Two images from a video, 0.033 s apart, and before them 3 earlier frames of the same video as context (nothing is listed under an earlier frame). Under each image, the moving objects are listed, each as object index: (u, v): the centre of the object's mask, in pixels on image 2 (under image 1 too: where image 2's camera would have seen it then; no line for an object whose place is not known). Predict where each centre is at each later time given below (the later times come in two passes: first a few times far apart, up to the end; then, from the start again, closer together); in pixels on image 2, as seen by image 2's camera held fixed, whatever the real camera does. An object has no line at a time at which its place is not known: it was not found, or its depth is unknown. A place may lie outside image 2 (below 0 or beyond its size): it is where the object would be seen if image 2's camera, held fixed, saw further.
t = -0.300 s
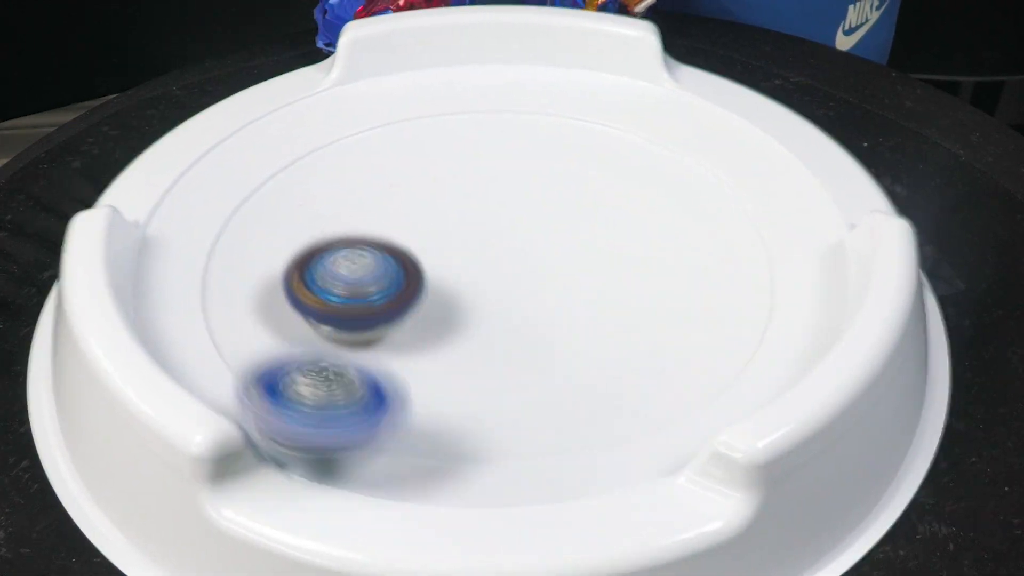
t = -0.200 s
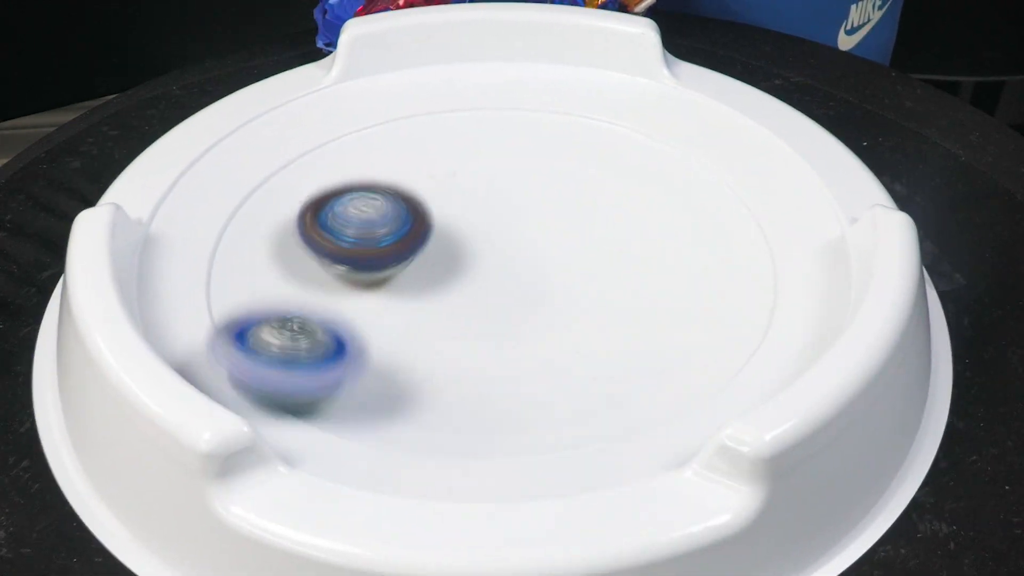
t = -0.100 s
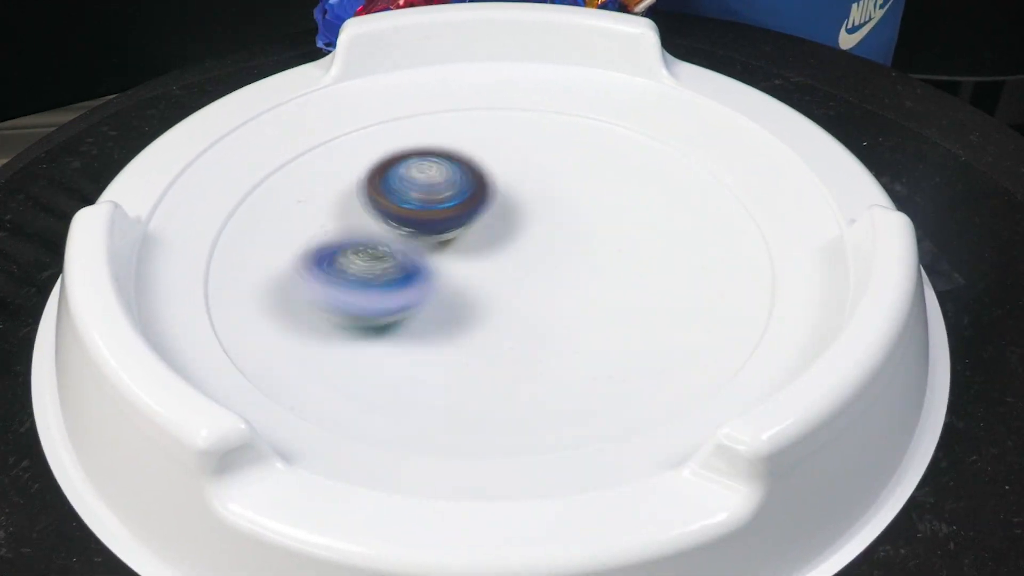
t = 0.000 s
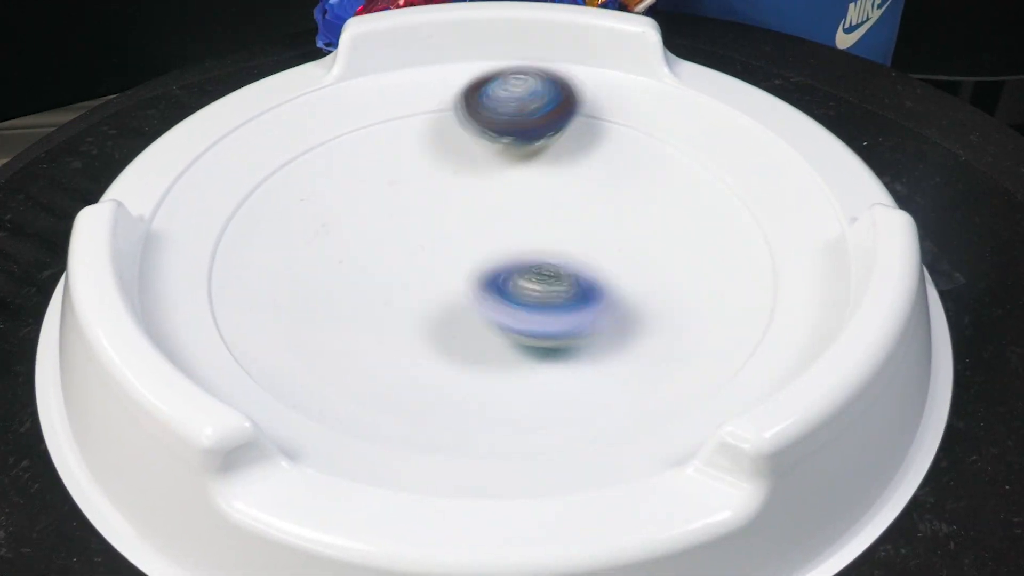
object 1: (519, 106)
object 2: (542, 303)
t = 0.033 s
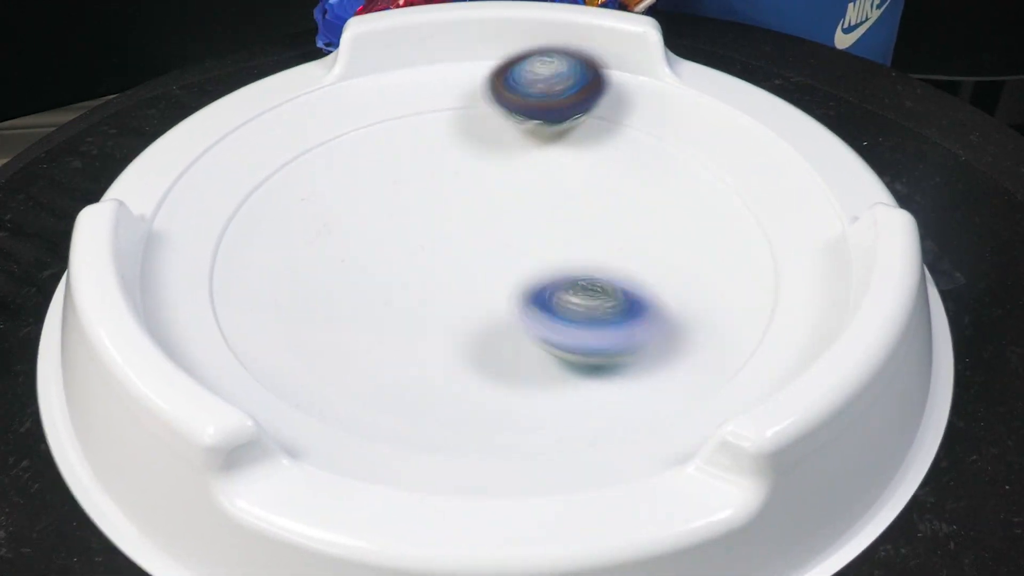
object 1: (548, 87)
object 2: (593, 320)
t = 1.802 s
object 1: (549, 255)
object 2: (523, 123)
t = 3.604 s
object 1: (323, 174)
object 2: (545, 331)
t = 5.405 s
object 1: (573, 200)
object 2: (297, 344)
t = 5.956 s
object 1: (478, 244)
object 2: (584, 342)
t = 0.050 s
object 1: (559, 87)
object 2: (611, 330)
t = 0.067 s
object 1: (569, 92)
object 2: (622, 341)
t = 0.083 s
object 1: (580, 99)
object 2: (635, 352)
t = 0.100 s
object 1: (589, 101)
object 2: (650, 367)
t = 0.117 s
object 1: (598, 107)
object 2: (653, 379)
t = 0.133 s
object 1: (604, 111)
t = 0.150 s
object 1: (610, 114)
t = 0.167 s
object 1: (617, 123)
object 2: (597, 401)
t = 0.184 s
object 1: (624, 129)
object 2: (586, 413)
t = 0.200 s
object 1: (629, 134)
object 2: (578, 418)
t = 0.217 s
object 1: (634, 142)
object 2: (570, 424)
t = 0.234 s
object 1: (638, 147)
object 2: (563, 433)
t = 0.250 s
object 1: (642, 153)
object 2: (556, 439)
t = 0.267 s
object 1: (645, 159)
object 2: (536, 440)
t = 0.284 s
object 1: (649, 164)
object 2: (517, 443)
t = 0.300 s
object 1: (653, 172)
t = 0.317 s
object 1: (657, 178)
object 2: (470, 439)
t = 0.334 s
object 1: (661, 186)
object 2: (458, 435)
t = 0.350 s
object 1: (664, 193)
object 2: (445, 430)
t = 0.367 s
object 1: (667, 200)
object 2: (438, 423)
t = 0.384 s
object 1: (669, 207)
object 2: (435, 414)
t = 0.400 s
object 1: (671, 215)
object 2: (434, 405)
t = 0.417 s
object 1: (671, 223)
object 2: (433, 400)
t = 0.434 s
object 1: (671, 230)
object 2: (433, 390)
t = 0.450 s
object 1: (669, 238)
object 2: (435, 376)
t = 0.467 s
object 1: (668, 246)
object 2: (438, 366)
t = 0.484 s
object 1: (665, 254)
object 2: (445, 353)
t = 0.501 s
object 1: (661, 262)
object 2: (454, 341)
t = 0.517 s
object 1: (656, 270)
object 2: (467, 329)
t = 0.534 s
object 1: (651, 278)
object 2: (484, 318)
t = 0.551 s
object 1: (646, 284)
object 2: (500, 307)
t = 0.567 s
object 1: (668, 281)
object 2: (494, 301)
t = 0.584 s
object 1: (700, 272)
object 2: (483, 295)
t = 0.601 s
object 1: (725, 265)
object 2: (477, 292)
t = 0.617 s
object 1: (748, 259)
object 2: (478, 286)
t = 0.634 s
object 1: (764, 254)
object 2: (479, 281)
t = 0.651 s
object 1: (760, 249)
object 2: (486, 273)
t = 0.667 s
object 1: (755, 250)
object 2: (497, 270)
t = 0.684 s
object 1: (749, 249)
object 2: (511, 263)
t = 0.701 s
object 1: (741, 247)
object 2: (528, 258)
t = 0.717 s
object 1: (734, 248)
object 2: (549, 254)
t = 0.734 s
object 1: (726, 246)
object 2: (569, 255)
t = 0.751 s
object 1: (727, 245)
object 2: (579, 254)
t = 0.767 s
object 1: (742, 238)
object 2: (574, 258)
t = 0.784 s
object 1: (756, 231)
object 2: (569, 261)
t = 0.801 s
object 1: (766, 227)
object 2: (563, 264)
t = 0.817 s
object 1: (770, 222)
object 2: (557, 268)
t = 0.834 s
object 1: (772, 221)
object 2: (550, 271)
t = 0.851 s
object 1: (773, 223)
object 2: (541, 273)
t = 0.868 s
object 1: (769, 221)
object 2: (531, 274)
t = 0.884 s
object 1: (765, 222)
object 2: (520, 274)
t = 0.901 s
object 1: (760, 227)
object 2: (508, 272)
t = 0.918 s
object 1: (752, 230)
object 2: (498, 269)
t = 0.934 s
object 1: (743, 228)
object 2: (489, 263)
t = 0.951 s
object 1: (734, 231)
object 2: (483, 257)
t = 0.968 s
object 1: (725, 232)
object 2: (479, 249)
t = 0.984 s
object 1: (715, 233)
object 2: (479, 241)
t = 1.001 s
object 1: (705, 236)
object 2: (481, 233)
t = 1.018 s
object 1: (695, 236)
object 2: (486, 224)
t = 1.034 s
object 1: (684, 239)
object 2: (495, 216)
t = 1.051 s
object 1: (673, 239)
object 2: (505, 209)
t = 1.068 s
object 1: (662, 241)
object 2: (517, 203)
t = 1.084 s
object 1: (651, 242)
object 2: (532, 200)
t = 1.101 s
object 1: (661, 246)
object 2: (527, 194)
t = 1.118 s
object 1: (677, 251)
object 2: (522, 185)
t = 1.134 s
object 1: (690, 254)
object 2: (519, 179)
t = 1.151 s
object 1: (701, 257)
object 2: (517, 174)
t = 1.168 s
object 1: (710, 260)
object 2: (519, 169)
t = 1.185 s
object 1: (717, 263)
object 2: (524, 164)
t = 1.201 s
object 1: (724, 266)
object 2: (531, 161)
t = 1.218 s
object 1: (730, 268)
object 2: (541, 158)
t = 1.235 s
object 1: (735, 270)
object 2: (552, 158)
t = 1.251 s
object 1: (740, 273)
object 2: (563, 160)
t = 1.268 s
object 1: (743, 275)
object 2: (573, 163)
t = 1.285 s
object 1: (745, 277)
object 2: (581, 169)
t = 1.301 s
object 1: (746, 279)
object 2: (588, 175)
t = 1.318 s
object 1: (747, 281)
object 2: (592, 183)
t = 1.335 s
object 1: (746, 283)
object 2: (593, 193)
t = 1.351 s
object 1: (745, 286)
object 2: (589, 205)
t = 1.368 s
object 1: (743, 288)
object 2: (584, 215)
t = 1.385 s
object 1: (740, 290)
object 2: (574, 226)
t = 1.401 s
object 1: (736, 292)
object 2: (561, 235)
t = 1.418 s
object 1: (731, 294)
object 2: (546, 242)
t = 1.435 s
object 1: (726, 296)
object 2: (528, 248)
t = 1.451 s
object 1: (720, 297)
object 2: (511, 252)
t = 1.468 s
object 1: (714, 299)
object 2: (492, 254)
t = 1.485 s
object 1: (708, 300)
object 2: (473, 253)
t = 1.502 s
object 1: (700, 300)
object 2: (454, 249)
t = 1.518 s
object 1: (692, 301)
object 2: (437, 243)
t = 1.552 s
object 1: (674, 302)
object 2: (410, 225)
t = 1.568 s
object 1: (664, 303)
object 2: (400, 213)
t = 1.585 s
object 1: (654, 303)
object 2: (392, 201)
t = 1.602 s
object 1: (645, 302)
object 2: (389, 188)
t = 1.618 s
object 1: (636, 301)
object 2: (390, 176)
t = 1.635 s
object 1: (626, 300)
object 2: (393, 163)
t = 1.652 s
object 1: (616, 298)
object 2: (398, 150)
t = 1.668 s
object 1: (607, 295)
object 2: (408, 139)
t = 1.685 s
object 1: (599, 292)
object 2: (420, 130)
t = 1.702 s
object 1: (590, 288)
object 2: (434, 122)
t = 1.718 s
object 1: (582, 284)
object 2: (448, 116)
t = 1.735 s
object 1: (574, 279)
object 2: (463, 114)
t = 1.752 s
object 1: (567, 273)
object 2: (478, 113)
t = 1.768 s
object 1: (560, 268)
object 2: (493, 114)
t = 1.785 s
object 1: (554, 262)
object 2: (508, 117)
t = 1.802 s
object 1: (549, 255)
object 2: (523, 123)
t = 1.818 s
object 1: (545, 249)
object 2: (538, 131)
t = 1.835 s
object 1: (542, 242)
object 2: (552, 140)
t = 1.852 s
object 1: (541, 250)
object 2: (563, 142)
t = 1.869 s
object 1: (540, 263)
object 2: (571, 141)
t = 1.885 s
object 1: (539, 273)
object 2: (580, 143)
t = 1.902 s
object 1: (537, 283)
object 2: (588, 147)
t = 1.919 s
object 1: (535, 291)
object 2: (596, 155)
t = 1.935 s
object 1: (533, 297)
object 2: (603, 166)
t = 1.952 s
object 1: (530, 303)
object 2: (606, 178)
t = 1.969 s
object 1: (526, 308)
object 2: (605, 192)
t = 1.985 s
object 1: (524, 311)
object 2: (601, 203)
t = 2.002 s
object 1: (521, 313)
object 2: (593, 215)
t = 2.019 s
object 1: (518, 315)
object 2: (585, 225)
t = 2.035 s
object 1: (508, 329)
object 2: (575, 228)
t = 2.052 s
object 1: (497, 342)
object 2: (564, 227)
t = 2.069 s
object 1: (486, 353)
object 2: (552, 225)
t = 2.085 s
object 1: (476, 363)
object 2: (539, 222)
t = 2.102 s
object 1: (465, 370)
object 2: (526, 219)
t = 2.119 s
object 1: (456, 376)
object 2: (514, 214)
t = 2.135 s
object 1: (448, 379)
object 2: (505, 208)
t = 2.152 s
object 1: (441, 381)
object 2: (497, 202)
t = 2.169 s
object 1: (436, 381)
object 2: (492, 194)
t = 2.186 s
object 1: (431, 380)
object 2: (489, 185)
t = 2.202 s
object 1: (426, 378)
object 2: (486, 177)
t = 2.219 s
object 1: (421, 375)
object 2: (487, 168)
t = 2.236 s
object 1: (417, 373)
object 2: (489, 159)
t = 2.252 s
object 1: (413, 371)
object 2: (493, 150)
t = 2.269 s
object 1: (408, 368)
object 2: (500, 143)
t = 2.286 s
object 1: (404, 364)
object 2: (509, 138)
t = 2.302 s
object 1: (400, 361)
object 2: (517, 133)
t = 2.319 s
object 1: (395, 357)
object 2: (528, 132)
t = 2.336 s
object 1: (391, 353)
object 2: (540, 132)
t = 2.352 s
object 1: (387, 349)
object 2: (552, 134)
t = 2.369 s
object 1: (384, 345)
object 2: (565, 138)
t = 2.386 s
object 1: (382, 341)
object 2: (573, 146)
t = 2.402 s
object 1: (381, 337)
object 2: (580, 153)
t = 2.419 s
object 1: (379, 333)
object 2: (585, 163)
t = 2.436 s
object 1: (378, 329)
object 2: (588, 175)
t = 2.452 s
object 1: (378, 325)
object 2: (584, 185)
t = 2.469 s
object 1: (377, 322)
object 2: (580, 197)
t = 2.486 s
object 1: (377, 318)
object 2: (573, 210)
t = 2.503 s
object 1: (377, 314)
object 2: (562, 219)
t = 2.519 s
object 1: (378, 310)
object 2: (549, 229)
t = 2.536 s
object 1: (379, 308)
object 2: (533, 239)
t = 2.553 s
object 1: (379, 304)
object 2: (518, 245)
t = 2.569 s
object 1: (379, 301)
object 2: (502, 249)
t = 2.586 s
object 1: (370, 302)
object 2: (488, 249)
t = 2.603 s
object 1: (351, 308)
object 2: (479, 240)
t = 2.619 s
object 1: (335, 313)
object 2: (472, 233)
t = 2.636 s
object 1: (319, 318)
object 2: (464, 227)
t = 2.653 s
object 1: (307, 321)
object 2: (455, 216)
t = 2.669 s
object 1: (298, 324)
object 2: (448, 208)
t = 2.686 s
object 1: (291, 326)
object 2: (445, 200)
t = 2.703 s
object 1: (289, 325)
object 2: (441, 190)
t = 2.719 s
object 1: (289, 324)
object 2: (442, 182)
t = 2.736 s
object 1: (291, 324)
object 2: (443, 173)
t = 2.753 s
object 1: (294, 321)
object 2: (447, 165)
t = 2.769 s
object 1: (297, 320)
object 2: (452, 157)
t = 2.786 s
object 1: (300, 318)
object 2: (461, 150)
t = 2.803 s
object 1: (303, 314)
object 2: (468, 145)
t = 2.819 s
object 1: (308, 314)
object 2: (480, 141)
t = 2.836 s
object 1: (312, 310)
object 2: (491, 140)
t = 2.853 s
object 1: (315, 309)
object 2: (504, 139)
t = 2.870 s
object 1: (319, 306)
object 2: (516, 142)
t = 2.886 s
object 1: (324, 303)
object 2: (527, 145)
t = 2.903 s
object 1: (328, 300)
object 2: (540, 152)
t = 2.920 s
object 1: (332, 297)
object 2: (549, 160)
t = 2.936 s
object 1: (336, 295)
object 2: (557, 169)
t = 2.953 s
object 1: (340, 292)
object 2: (561, 180)
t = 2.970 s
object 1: (343, 289)
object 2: (565, 192)
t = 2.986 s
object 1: (348, 287)
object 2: (562, 203)
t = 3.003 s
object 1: (352, 284)
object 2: (560, 216)
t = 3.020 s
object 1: (355, 281)
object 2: (552, 227)
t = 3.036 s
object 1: (357, 278)
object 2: (544, 239)
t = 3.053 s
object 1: (359, 274)
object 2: (533, 247)
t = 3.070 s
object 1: (362, 271)
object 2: (521, 257)
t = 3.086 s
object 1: (362, 267)
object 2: (502, 265)
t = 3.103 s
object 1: (350, 261)
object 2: (497, 266)
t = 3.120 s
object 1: (332, 261)
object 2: (488, 268)
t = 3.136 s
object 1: (320, 257)
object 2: (483, 271)
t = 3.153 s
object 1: (309, 254)
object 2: (470, 270)
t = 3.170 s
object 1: (301, 251)
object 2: (459, 272)
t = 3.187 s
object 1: (297, 247)
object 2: (447, 268)
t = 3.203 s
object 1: (294, 245)
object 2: (434, 268)
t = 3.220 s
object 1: (281, 242)
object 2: (436, 262)
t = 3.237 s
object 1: (252, 232)
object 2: (452, 257)
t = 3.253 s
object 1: (225, 223)
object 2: (465, 254)
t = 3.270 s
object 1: (210, 214)
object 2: (480, 249)
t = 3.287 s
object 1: (200, 204)
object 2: (493, 246)
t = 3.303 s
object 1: (201, 193)
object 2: (506, 246)
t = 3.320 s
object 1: (205, 188)
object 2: (517, 245)
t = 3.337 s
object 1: (209, 187)
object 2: (532, 248)
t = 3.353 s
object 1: (214, 190)
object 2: (545, 250)
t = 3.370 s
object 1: (218, 185)
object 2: (557, 252)
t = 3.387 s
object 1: (223, 176)
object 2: (568, 258)
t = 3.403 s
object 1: (227, 172)
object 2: (578, 262)
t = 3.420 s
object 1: (232, 174)
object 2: (585, 268)
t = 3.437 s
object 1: (239, 174)
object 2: (592, 273)
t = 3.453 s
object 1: (246, 169)
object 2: (598, 281)
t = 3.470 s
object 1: (253, 167)
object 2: (599, 287)
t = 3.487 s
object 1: (262, 171)
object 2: (599, 294)
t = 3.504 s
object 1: (270, 172)
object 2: (599, 301)
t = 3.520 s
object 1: (278, 168)
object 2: (595, 307)
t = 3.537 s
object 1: (288, 169)
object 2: (587, 317)
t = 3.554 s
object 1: (296, 173)
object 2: (580, 321)
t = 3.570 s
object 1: (305, 171)
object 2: (569, 325)
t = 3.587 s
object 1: (314, 172)
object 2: (556, 331)
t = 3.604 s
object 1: (323, 174)
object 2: (545, 331)
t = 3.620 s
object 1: (333, 175)
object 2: (530, 331)
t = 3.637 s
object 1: (343, 177)
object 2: (516, 331)
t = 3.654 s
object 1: (352, 178)
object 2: (505, 329)
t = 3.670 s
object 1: (361, 179)
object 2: (493, 324)
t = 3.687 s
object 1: (371, 180)
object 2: (482, 320)
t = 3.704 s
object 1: (379, 181)
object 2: (474, 313)
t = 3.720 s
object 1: (388, 183)
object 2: (466, 307)
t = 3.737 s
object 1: (395, 184)
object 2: (460, 301)
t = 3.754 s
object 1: (402, 185)
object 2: (457, 292)
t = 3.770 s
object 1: (409, 185)
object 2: (455, 283)
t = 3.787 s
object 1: (415, 185)
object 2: (456, 275)
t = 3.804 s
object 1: (416, 178)
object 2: (463, 270)
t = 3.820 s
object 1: (415, 169)
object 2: (472, 267)
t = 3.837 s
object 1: (416, 162)
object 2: (481, 265)
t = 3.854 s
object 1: (418, 154)
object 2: (492, 260)
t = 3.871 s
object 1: (421, 149)
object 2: (502, 257)
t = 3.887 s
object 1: (426, 144)
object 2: (512, 254)
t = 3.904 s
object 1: (431, 141)
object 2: (522, 252)
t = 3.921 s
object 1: (436, 137)
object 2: (534, 252)
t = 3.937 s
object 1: (441, 134)
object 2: (546, 252)
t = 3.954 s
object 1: (447, 132)
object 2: (556, 251)
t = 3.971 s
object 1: (452, 131)
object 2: (567, 252)
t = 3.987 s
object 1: (459, 130)
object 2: (577, 256)
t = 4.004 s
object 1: (466, 130)
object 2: (586, 258)
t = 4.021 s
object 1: (471, 130)
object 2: (593, 261)
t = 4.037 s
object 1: (477, 130)
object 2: (600, 266)
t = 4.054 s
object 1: (484, 130)
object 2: (603, 270)
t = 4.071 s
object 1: (489, 132)
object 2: (606, 276)
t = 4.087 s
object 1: (495, 133)
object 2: (606, 283)
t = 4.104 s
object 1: (502, 134)
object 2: (604, 287)
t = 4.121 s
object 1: (507, 137)
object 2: (598, 293)
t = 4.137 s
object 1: (512, 139)
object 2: (593, 300)
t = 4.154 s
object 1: (518, 142)
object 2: (586, 302)
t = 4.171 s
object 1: (523, 146)
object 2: (575, 305)
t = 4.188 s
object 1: (527, 148)
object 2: (564, 306)
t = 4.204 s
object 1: (532, 152)
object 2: (553, 309)
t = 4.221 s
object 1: (536, 156)
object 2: (544, 307)
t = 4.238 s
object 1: (539, 160)
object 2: (533, 304)
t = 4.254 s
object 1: (542, 166)
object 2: (522, 301)
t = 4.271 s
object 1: (544, 170)
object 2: (513, 298)
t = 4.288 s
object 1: (546, 176)
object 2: (507, 293)
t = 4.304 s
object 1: (548, 180)
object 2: (501, 288)
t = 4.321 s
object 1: (548, 185)
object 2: (495, 280)
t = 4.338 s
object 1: (548, 189)
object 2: (490, 274)
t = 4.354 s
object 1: (550, 188)
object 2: (485, 272)
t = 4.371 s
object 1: (553, 183)
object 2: (481, 272)
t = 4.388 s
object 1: (554, 179)
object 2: (477, 270)
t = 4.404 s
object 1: (556, 177)
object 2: (472, 268)
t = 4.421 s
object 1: (558, 177)
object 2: (467, 265)
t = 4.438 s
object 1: (559, 177)
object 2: (464, 261)
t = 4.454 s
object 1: (560, 178)
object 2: (463, 257)
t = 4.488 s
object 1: (562, 181)
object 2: (466, 248)
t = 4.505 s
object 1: (571, 172)
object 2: (457, 255)
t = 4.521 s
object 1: (585, 156)
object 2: (447, 262)
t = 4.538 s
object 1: (596, 143)
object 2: (438, 268)
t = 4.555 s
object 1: (605, 131)
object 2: (428, 272)
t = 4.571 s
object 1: (614, 121)
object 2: (418, 276)
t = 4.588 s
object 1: (622, 112)
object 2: (406, 279)
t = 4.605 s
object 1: (626, 109)
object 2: (395, 280)
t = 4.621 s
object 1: (627, 111)
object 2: (384, 281)
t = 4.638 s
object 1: (626, 115)
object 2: (373, 280)
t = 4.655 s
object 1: (624, 118)
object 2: (363, 279)
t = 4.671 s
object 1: (623, 122)
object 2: (354, 278)
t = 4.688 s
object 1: (620, 125)
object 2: (345, 275)
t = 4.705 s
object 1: (618, 129)
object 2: (337, 271)
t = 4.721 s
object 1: (614, 132)
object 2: (329, 267)
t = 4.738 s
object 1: (611, 135)
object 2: (324, 263)
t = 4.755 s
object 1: (607, 139)
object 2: (319, 258)
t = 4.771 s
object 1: (603, 142)
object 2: (318, 253)
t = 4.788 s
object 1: (598, 146)
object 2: (319, 248)
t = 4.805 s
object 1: (593, 149)
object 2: (321, 244)
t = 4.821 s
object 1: (589, 152)
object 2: (326, 239)
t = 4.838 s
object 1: (584, 155)
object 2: (333, 237)
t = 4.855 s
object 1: (579, 159)
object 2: (342, 235)
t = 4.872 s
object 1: (576, 161)
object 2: (352, 233)
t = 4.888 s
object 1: (571, 165)
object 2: (362, 232)
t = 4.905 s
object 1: (567, 168)
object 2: (373, 232)
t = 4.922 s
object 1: (564, 172)
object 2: (385, 232)
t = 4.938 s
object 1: (561, 176)
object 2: (397, 234)
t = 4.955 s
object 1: (560, 179)
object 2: (410, 236)
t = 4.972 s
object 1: (558, 183)
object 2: (422, 240)
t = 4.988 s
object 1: (557, 185)
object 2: (434, 243)
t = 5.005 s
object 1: (555, 189)
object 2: (446, 246)
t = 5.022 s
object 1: (559, 186)
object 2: (448, 259)
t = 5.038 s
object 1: (568, 176)
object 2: (446, 273)
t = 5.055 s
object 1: (576, 170)
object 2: (443, 285)
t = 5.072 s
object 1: (582, 164)
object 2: (441, 293)
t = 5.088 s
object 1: (586, 161)
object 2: (437, 302)
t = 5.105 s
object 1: (589, 159)
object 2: (432, 309)
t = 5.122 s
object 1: (591, 159)
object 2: (427, 316)
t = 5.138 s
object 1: (593, 159)
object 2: (421, 321)
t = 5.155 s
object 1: (595, 161)
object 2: (414, 327)
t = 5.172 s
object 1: (596, 164)
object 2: (406, 333)
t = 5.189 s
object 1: (597, 166)
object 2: (398, 337)
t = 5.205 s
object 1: (597, 169)
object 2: (390, 341)
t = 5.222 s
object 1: (597, 171)
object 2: (381, 344)
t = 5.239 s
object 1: (596, 174)
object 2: (372, 346)
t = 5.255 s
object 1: (594, 176)
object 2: (363, 348)
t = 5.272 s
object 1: (593, 179)
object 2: (353, 351)
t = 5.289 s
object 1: (591, 182)
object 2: (345, 352)
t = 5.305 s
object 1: (589, 184)
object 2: (336, 354)
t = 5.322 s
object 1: (586, 186)
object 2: (328, 355)
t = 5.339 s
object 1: (585, 189)
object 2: (319, 356)
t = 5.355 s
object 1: (582, 192)
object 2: (313, 353)
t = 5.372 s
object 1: (579, 194)
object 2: (307, 352)
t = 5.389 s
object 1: (576, 197)
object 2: (301, 347)
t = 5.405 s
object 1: (573, 200)
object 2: (297, 344)
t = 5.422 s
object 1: (570, 203)
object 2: (295, 339)
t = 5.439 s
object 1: (565, 206)
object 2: (296, 336)
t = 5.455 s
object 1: (562, 209)
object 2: (299, 332)
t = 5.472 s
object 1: (557, 212)
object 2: (309, 329)
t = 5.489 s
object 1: (554, 214)
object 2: (316, 324)
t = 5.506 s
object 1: (549, 217)
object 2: (323, 321)
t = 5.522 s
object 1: (545, 220)
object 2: (332, 317)
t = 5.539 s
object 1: (541, 223)
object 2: (342, 315)
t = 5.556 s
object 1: (536, 225)
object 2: (351, 312)
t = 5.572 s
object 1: (531, 228)
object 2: (363, 309)
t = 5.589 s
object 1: (526, 231)
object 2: (374, 306)
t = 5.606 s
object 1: (522, 233)
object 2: (386, 303)
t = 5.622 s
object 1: (517, 236)
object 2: (399, 301)
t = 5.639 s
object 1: (513, 237)
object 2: (414, 299)
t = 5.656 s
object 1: (514, 233)
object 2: (424, 301)
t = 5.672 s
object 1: (513, 230)
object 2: (433, 304)
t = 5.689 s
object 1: (513, 228)
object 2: (442, 306)
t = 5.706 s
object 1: (512, 227)
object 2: (452, 309)
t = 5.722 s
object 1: (511, 225)
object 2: (466, 309)
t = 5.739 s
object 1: (509, 224)
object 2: (476, 311)
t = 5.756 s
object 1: (508, 225)
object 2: (487, 315)
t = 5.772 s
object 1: (506, 226)
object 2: (497, 316)
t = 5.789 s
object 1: (504, 227)
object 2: (507, 320)
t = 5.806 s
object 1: (501, 229)
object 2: (517, 322)
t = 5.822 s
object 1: (498, 231)
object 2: (525, 323)
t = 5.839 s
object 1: (496, 233)
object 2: (535, 325)
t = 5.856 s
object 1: (493, 235)
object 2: (542, 327)
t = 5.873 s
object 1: (492, 237)
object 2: (551, 329)
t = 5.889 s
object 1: (488, 238)
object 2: (557, 330)
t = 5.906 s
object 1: (487, 240)
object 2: (566, 335)
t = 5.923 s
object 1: (483, 241)
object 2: (571, 336)
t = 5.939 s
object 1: (481, 242)
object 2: (578, 340)
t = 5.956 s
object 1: (478, 244)
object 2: (584, 342)
